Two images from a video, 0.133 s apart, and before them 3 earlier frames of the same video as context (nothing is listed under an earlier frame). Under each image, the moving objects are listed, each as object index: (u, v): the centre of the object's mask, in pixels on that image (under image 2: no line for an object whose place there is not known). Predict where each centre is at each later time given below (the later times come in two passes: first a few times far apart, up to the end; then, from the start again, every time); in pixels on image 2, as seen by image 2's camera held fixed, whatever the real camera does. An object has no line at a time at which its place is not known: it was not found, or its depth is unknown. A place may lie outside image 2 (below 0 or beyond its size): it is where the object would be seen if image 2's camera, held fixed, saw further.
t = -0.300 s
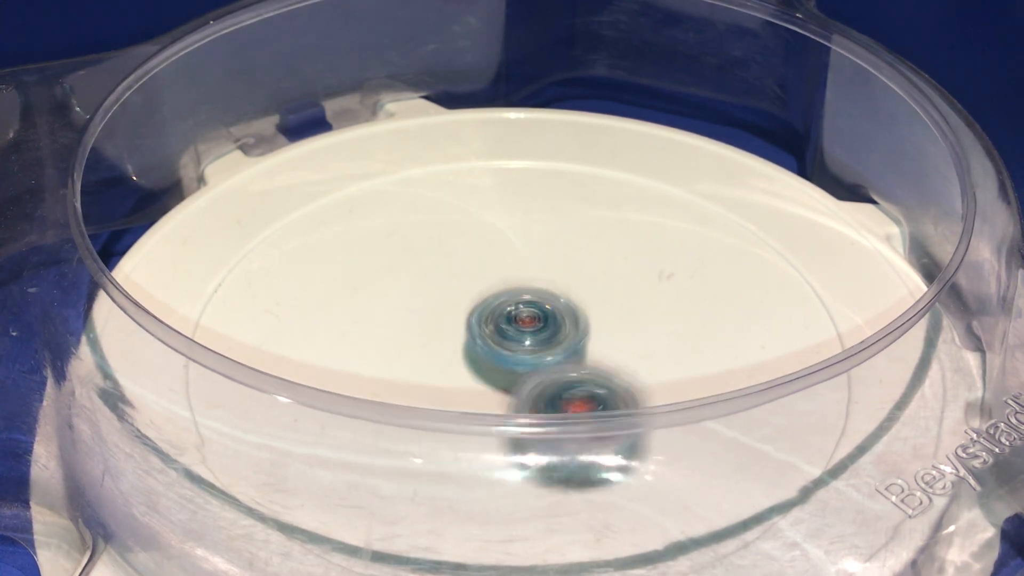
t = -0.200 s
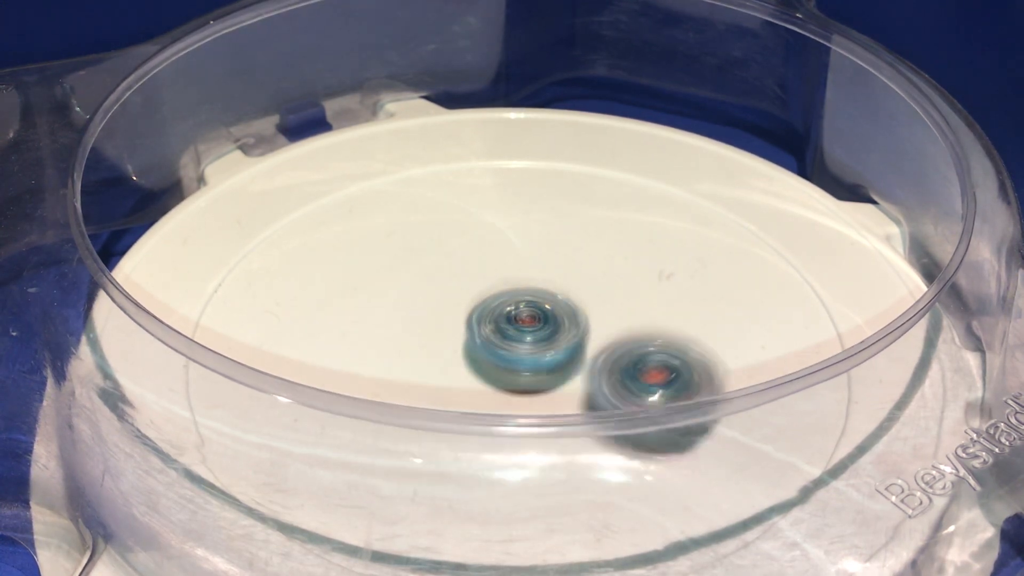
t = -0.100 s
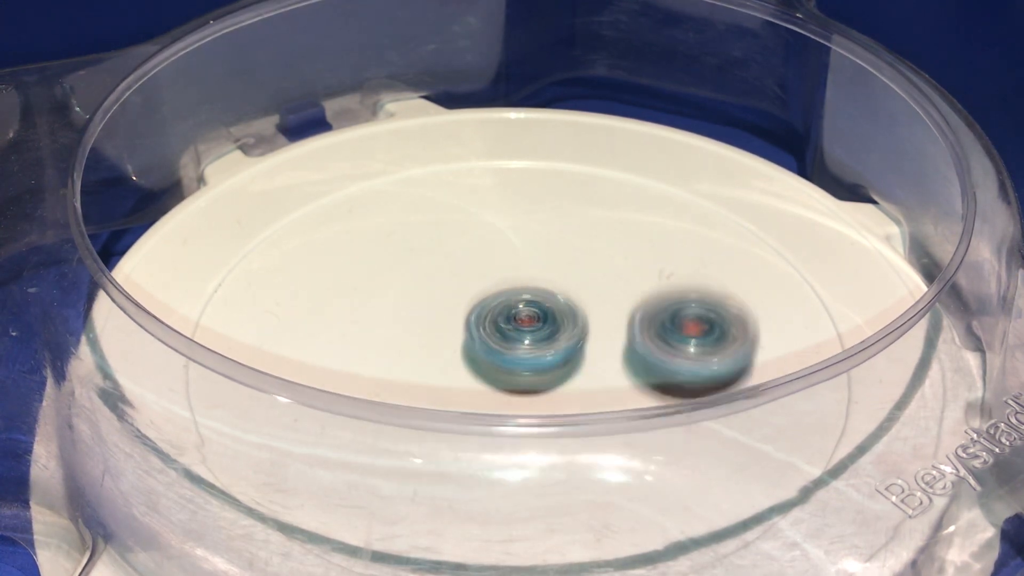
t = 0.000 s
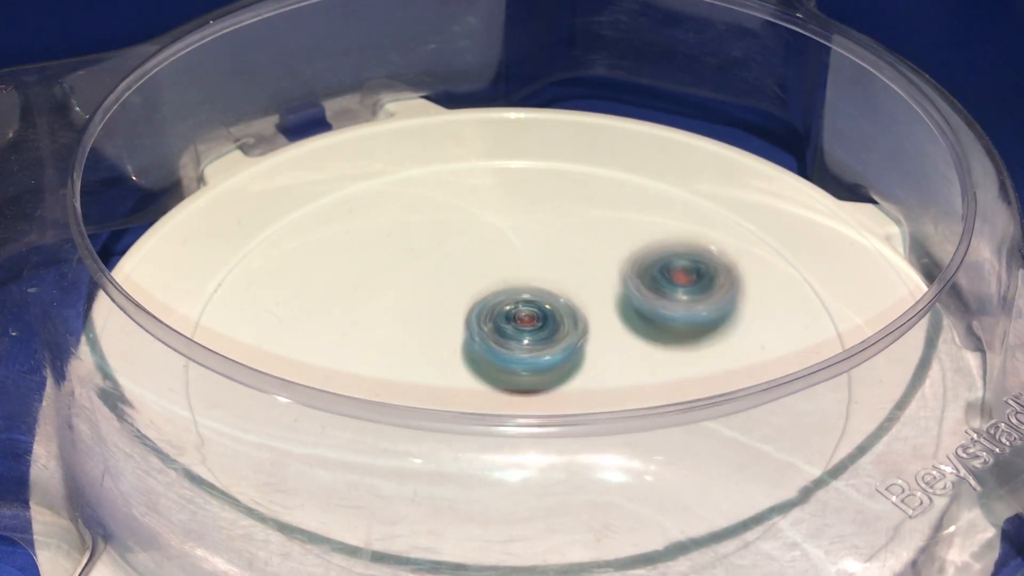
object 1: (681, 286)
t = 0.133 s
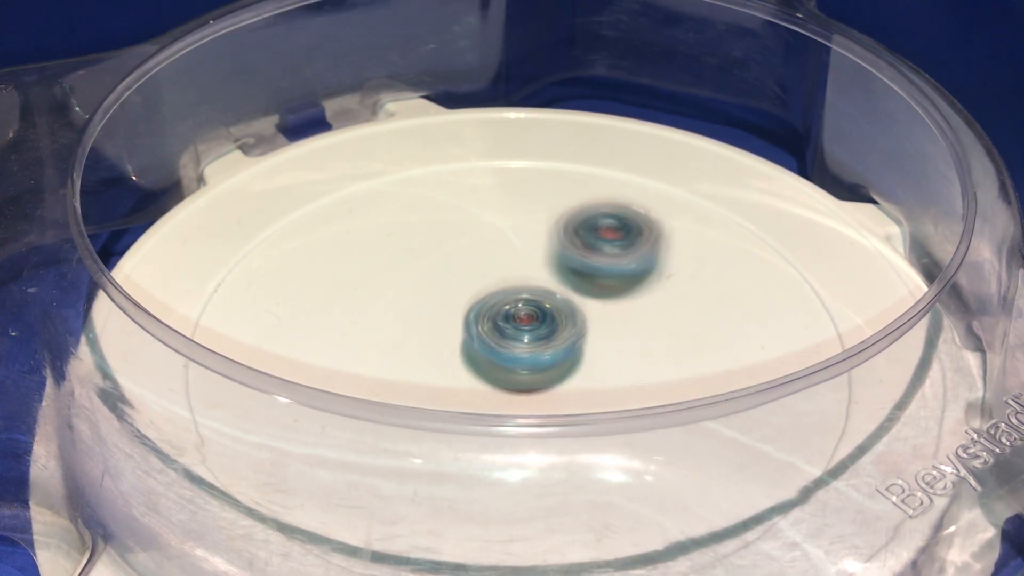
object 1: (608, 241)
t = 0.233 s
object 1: (536, 233)
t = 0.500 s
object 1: (382, 308)
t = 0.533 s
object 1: (375, 329)
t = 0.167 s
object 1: (584, 236)
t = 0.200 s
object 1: (560, 233)
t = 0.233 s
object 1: (536, 233)
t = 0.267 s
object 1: (511, 236)
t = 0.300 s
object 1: (488, 241)
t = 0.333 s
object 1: (464, 248)
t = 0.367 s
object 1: (443, 257)
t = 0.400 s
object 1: (423, 267)
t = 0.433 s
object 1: (407, 279)
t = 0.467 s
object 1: (392, 293)
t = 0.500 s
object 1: (382, 308)
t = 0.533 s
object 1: (375, 329)
